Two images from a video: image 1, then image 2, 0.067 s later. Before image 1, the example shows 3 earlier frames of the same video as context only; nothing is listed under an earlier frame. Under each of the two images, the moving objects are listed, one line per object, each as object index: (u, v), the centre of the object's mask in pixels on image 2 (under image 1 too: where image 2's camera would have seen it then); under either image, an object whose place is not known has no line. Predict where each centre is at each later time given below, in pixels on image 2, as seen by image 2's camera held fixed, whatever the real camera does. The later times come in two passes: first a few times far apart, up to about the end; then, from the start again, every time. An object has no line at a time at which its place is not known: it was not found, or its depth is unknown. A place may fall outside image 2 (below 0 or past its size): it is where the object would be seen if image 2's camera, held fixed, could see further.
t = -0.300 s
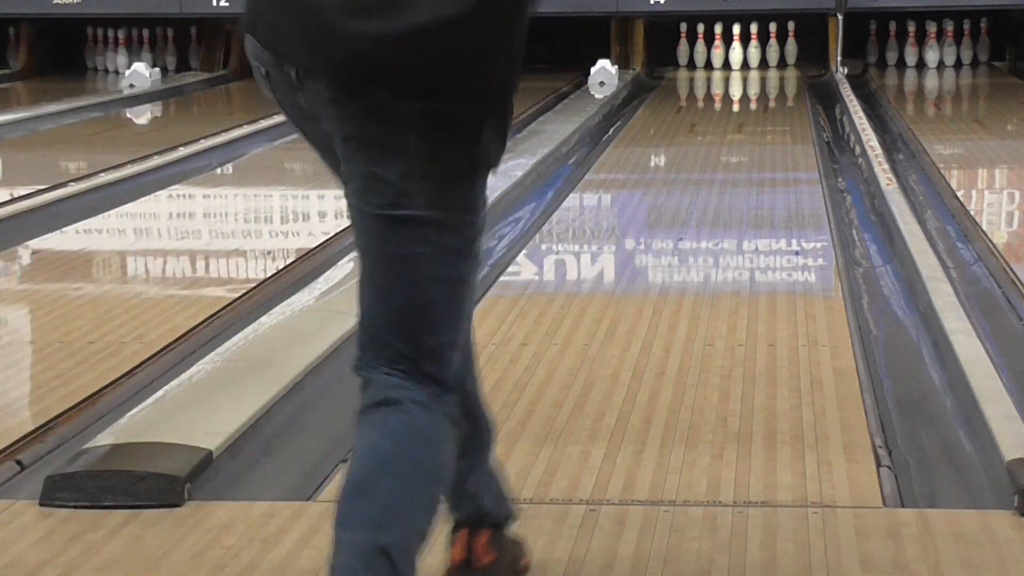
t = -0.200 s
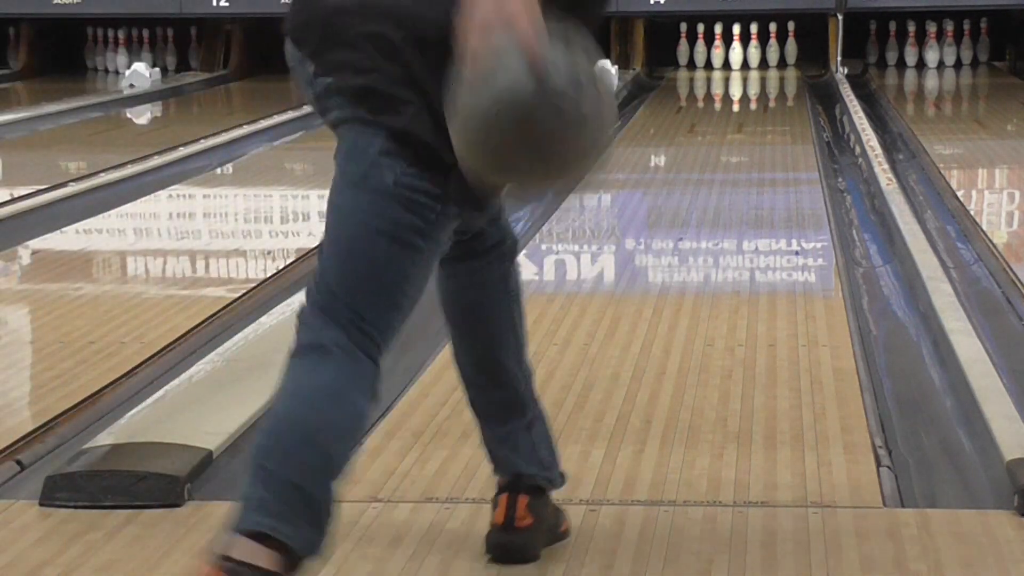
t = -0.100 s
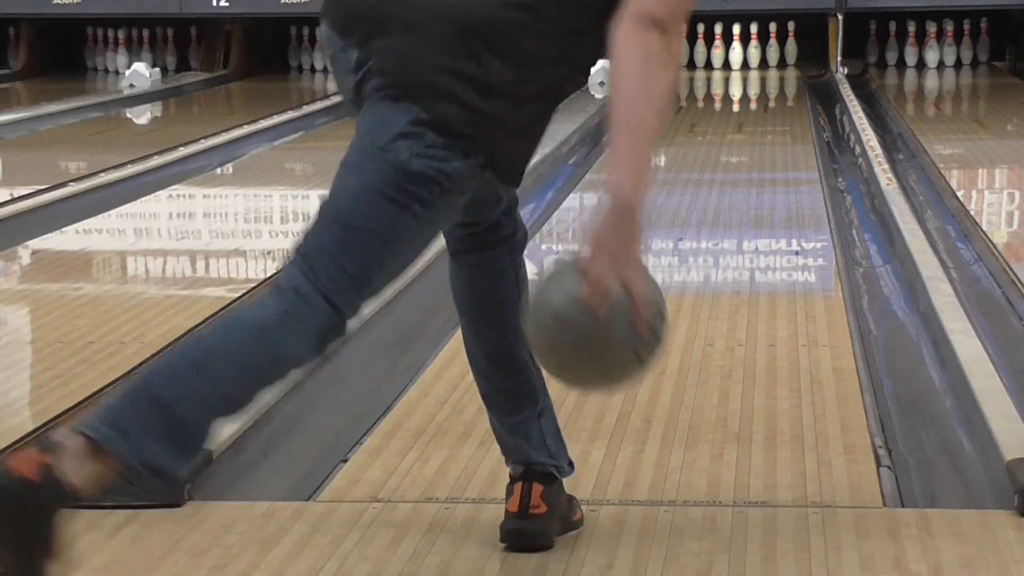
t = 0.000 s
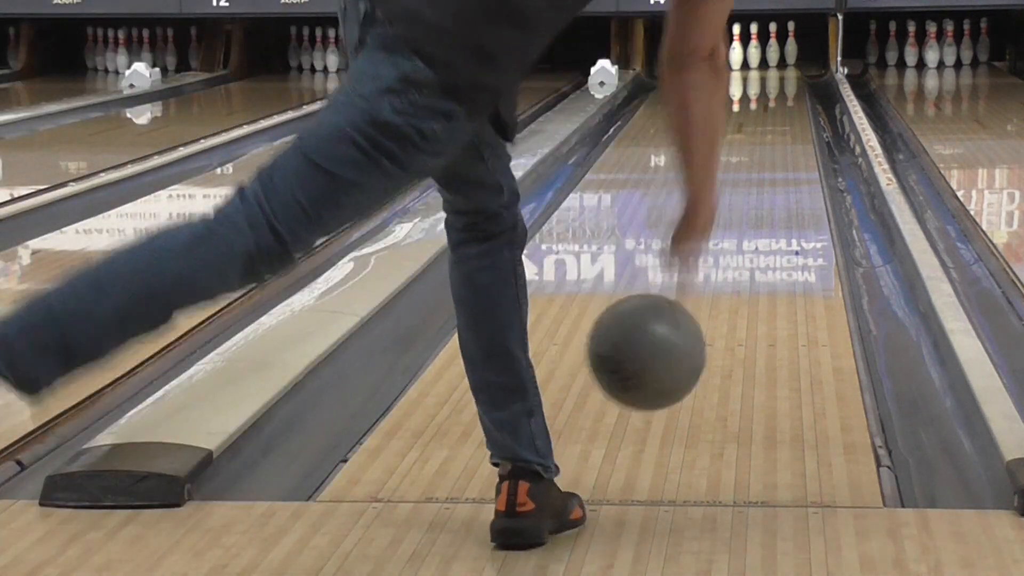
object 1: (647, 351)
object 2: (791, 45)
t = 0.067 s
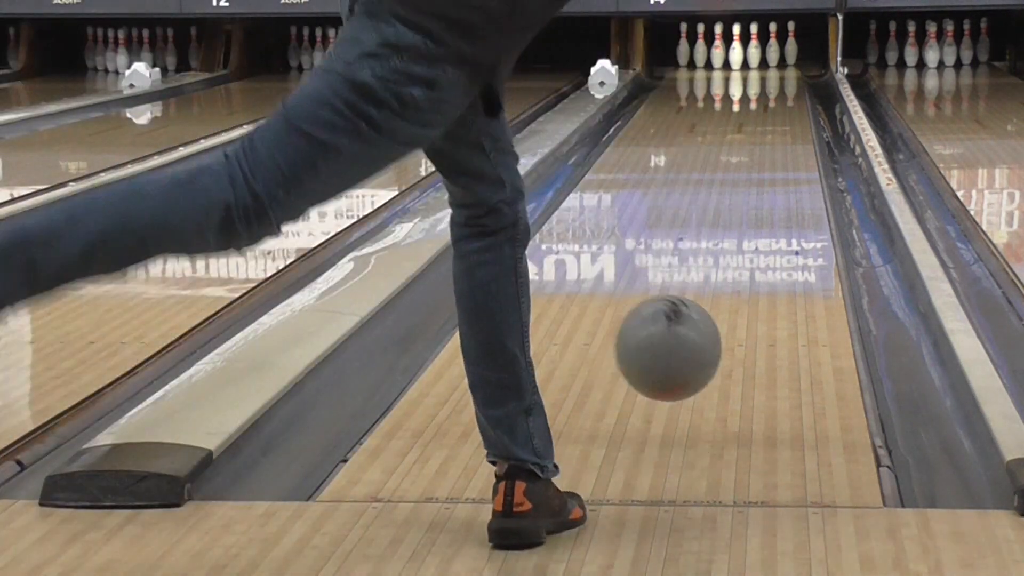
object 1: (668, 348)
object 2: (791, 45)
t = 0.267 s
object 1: (713, 300)
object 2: (791, 45)
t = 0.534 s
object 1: (747, 217)
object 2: (791, 45)
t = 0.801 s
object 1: (767, 165)
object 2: (791, 45)
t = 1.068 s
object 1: (777, 130)
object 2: (791, 45)
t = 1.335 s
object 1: (781, 105)
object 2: (791, 45)
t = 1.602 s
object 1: (780, 86)
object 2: (791, 45)
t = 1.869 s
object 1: (773, 73)
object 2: (791, 45)
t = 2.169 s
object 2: (791, 45)
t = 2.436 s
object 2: (798, 44)
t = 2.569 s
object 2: (805, 48)
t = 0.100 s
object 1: (678, 353)
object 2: (791, 45)
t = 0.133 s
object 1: (686, 362)
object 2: (791, 45)
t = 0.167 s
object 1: (694, 345)
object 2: (791, 45)
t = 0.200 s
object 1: (701, 329)
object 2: (791, 45)
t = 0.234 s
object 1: (707, 314)
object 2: (791, 45)
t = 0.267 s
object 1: (713, 300)
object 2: (791, 45)
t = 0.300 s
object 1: (718, 286)
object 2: (791, 45)
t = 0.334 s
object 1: (723, 274)
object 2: (791, 45)
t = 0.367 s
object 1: (728, 261)
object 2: (791, 45)
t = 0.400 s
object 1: (732, 250)
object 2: (791, 45)
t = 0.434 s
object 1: (737, 240)
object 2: (791, 45)
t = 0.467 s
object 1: (740, 231)
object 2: (791, 45)
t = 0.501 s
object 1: (743, 223)
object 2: (791, 45)
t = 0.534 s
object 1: (747, 217)
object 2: (791, 45)
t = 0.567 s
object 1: (750, 208)
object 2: (791, 45)
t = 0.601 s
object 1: (753, 202)
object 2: (791, 45)
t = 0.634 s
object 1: (755, 195)
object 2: (791, 45)
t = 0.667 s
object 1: (758, 189)
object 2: (791, 45)
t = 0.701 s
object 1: (761, 183)
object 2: (791, 45)
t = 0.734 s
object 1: (763, 177)
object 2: (791, 45)
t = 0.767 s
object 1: (764, 171)
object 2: (791, 45)
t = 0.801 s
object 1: (767, 165)
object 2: (791, 45)
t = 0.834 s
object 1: (768, 161)
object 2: (791, 45)
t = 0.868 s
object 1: (769, 156)
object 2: (791, 45)
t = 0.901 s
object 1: (771, 151)
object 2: (791, 45)
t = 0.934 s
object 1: (772, 146)
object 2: (791, 45)
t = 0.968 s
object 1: (773, 142)
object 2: (791, 45)
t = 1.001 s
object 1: (774, 138)
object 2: (791, 45)
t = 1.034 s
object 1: (776, 134)
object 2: (791, 45)
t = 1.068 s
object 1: (777, 130)
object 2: (791, 45)
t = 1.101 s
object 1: (777, 127)
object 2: (791, 45)
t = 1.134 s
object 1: (779, 123)
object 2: (791, 45)
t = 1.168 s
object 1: (779, 119)
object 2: (791, 45)
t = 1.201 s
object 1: (779, 117)
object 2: (791, 45)
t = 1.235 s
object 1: (779, 114)
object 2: (791, 45)
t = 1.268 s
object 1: (780, 111)
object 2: (791, 45)
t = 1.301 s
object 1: (780, 108)
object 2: (791, 45)
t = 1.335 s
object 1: (781, 105)
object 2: (791, 45)
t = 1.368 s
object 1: (781, 103)
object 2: (791, 45)
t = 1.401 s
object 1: (781, 100)
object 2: (791, 45)
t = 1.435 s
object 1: (781, 98)
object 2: (791, 45)
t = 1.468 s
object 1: (781, 95)
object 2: (791, 45)
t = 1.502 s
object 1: (781, 93)
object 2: (791, 45)
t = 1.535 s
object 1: (781, 91)
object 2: (791, 45)
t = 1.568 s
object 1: (780, 88)
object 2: (791, 45)
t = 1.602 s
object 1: (780, 86)
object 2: (791, 45)
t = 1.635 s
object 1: (780, 84)
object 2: (791, 45)
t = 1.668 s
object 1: (780, 83)
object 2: (791, 45)
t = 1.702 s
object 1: (779, 81)
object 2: (791, 45)
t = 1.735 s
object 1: (778, 79)
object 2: (791, 45)
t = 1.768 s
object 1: (777, 78)
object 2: (791, 45)
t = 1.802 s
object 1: (775, 76)
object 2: (791, 45)
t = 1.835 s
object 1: (774, 75)
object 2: (791, 45)
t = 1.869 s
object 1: (773, 73)
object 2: (791, 45)
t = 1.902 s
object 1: (771, 72)
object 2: (791, 45)
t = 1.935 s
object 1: (770, 70)
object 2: (791, 45)
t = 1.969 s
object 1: (768, 69)
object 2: (791, 45)
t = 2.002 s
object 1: (766, 68)
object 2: (791, 45)
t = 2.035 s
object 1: (763, 67)
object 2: (791, 45)
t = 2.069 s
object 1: (761, 65)
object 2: (791, 45)
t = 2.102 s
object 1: (759, 64)
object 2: (791, 45)
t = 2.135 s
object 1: (757, 62)
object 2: (791, 45)
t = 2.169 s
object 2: (791, 45)
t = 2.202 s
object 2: (791, 45)
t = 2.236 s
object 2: (791, 45)
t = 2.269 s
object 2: (791, 45)
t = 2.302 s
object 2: (791, 45)
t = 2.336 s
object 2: (791, 45)
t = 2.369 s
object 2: (791, 45)
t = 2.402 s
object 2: (793, 44)
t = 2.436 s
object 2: (798, 44)
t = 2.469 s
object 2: (802, 46)
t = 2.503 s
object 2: (806, 48)
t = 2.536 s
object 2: (805, 48)
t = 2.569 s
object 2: (805, 48)
